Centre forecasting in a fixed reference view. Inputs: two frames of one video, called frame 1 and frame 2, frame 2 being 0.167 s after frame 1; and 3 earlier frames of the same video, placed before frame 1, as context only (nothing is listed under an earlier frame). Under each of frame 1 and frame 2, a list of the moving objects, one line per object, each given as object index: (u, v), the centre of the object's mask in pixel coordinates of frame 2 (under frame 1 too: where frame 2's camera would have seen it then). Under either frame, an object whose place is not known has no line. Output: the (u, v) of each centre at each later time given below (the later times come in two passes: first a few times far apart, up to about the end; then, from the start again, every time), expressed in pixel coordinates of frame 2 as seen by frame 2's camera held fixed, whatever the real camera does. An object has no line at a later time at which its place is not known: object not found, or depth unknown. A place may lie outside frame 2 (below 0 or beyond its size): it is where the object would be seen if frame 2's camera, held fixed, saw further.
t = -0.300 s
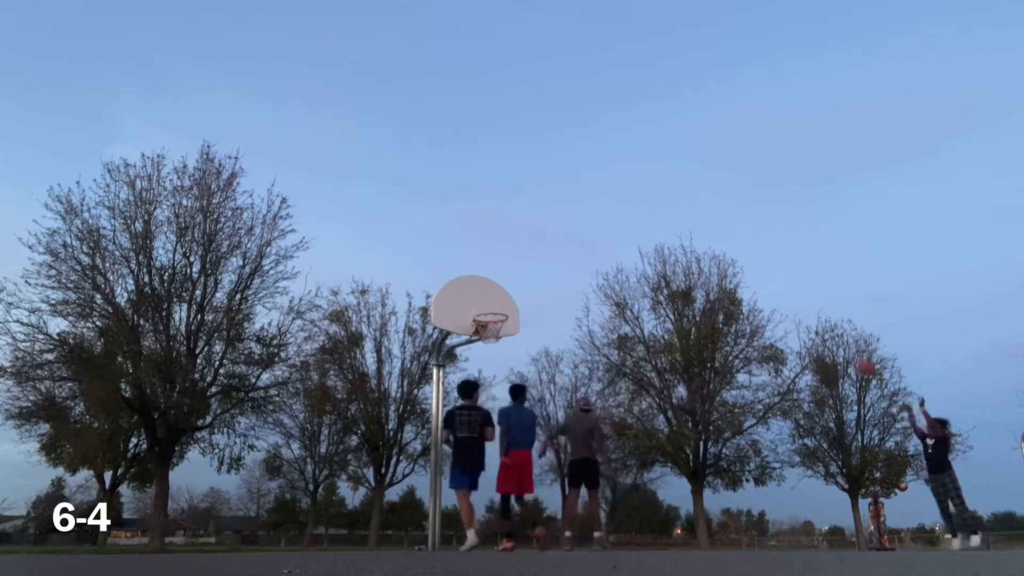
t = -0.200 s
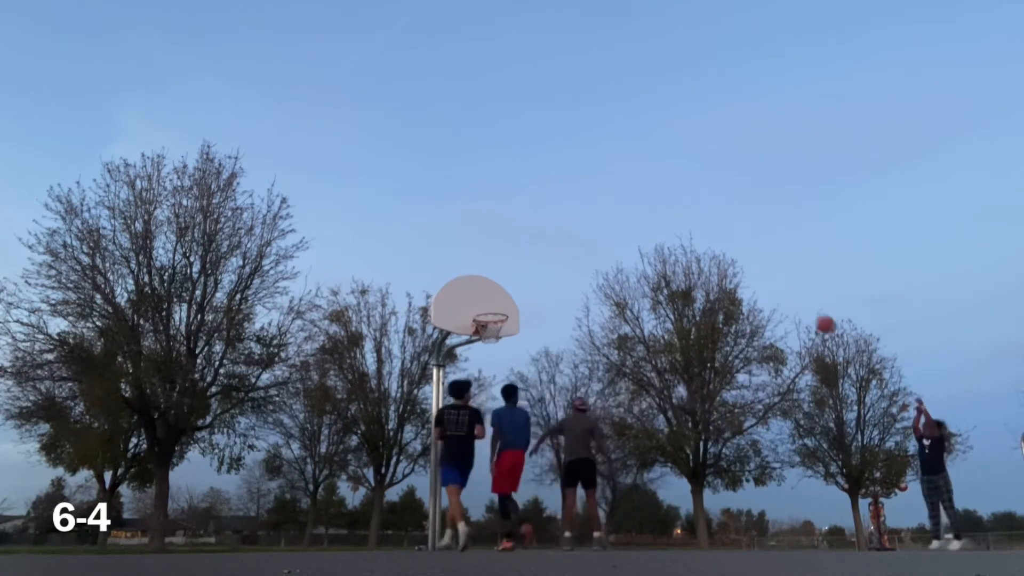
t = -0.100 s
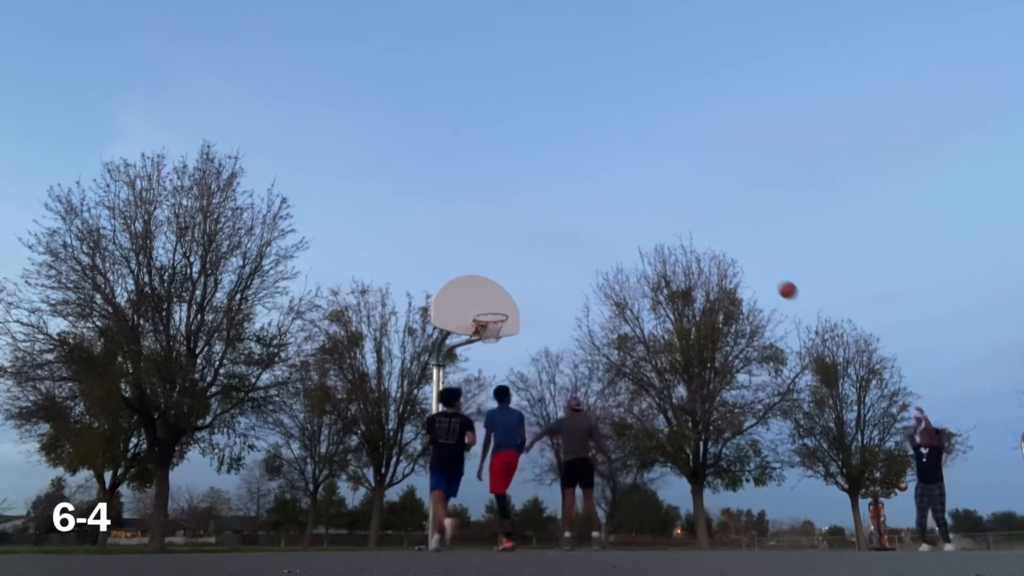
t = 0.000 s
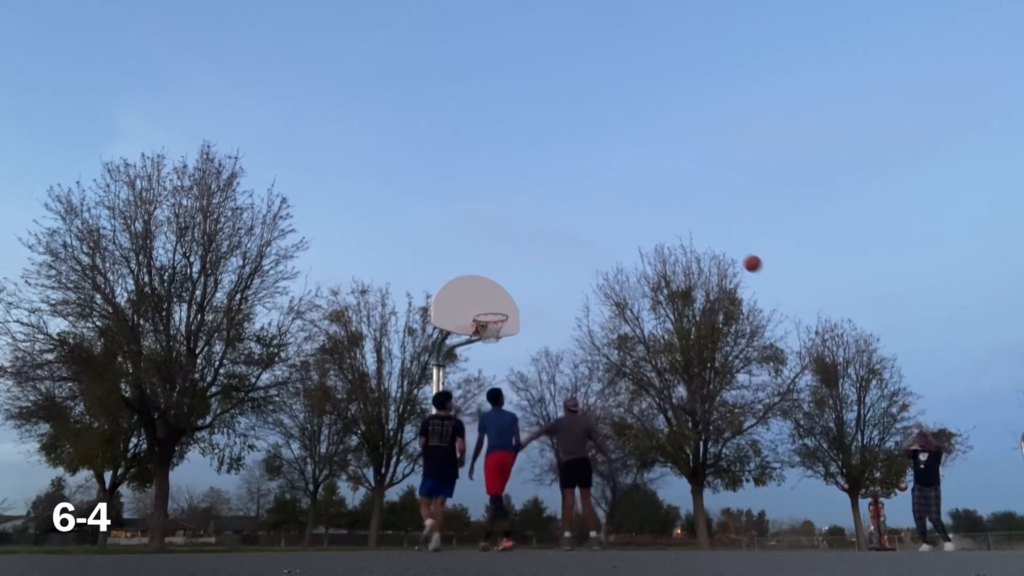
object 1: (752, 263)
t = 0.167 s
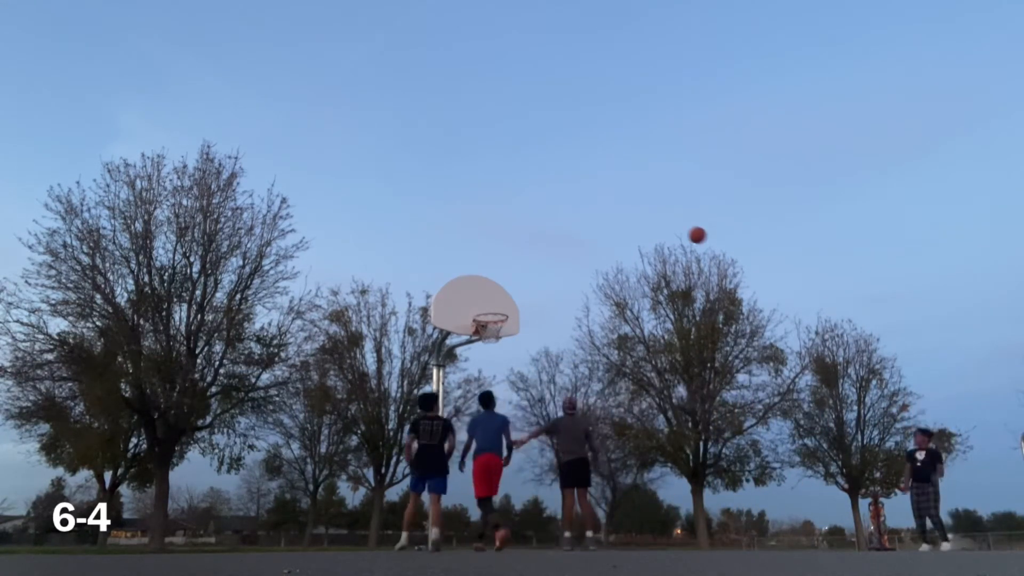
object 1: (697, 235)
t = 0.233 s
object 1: (676, 229)
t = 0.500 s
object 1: (593, 232)
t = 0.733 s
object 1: (521, 272)
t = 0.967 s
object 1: (463, 299)
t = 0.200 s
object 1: (686, 231)
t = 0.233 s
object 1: (676, 229)
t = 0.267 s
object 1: (665, 226)
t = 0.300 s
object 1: (655, 225)
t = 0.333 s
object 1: (644, 225)
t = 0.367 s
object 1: (634, 225)
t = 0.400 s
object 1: (624, 226)
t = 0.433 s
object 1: (613, 227)
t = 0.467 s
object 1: (603, 229)
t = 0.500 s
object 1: (593, 232)
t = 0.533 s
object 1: (583, 236)
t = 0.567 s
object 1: (572, 240)
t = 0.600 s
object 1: (563, 245)
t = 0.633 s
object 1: (552, 251)
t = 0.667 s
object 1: (542, 257)
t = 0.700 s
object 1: (532, 265)
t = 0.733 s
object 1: (521, 272)
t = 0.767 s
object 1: (511, 281)
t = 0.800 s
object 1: (500, 291)
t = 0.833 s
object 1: (490, 301)
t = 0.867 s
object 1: (482, 305)
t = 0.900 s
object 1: (475, 302)
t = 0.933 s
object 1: (469, 300)
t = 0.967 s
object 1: (463, 299)
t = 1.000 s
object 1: (456, 299)
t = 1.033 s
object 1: (450, 299)
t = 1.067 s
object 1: (443, 301)
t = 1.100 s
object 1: (436, 303)
